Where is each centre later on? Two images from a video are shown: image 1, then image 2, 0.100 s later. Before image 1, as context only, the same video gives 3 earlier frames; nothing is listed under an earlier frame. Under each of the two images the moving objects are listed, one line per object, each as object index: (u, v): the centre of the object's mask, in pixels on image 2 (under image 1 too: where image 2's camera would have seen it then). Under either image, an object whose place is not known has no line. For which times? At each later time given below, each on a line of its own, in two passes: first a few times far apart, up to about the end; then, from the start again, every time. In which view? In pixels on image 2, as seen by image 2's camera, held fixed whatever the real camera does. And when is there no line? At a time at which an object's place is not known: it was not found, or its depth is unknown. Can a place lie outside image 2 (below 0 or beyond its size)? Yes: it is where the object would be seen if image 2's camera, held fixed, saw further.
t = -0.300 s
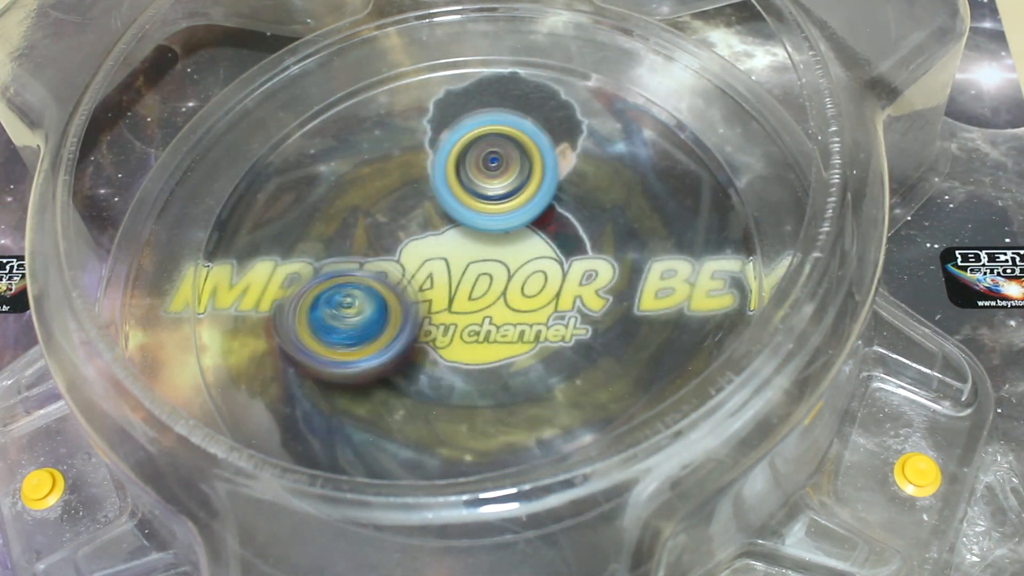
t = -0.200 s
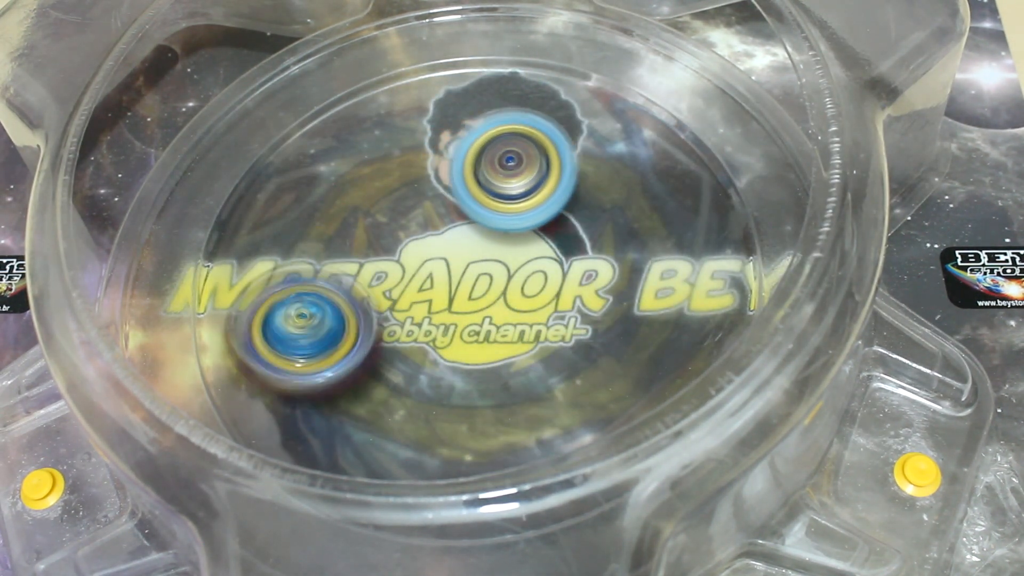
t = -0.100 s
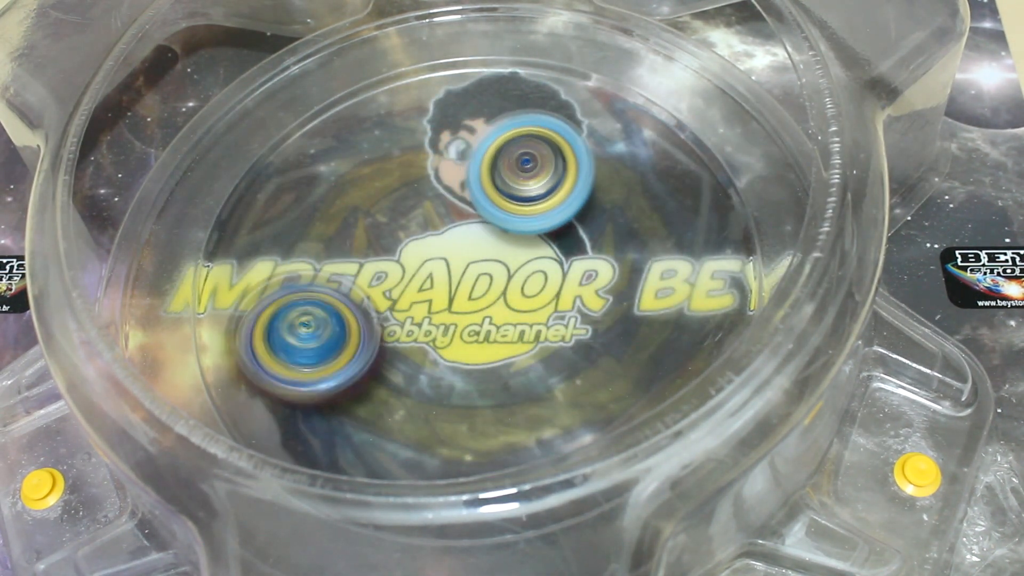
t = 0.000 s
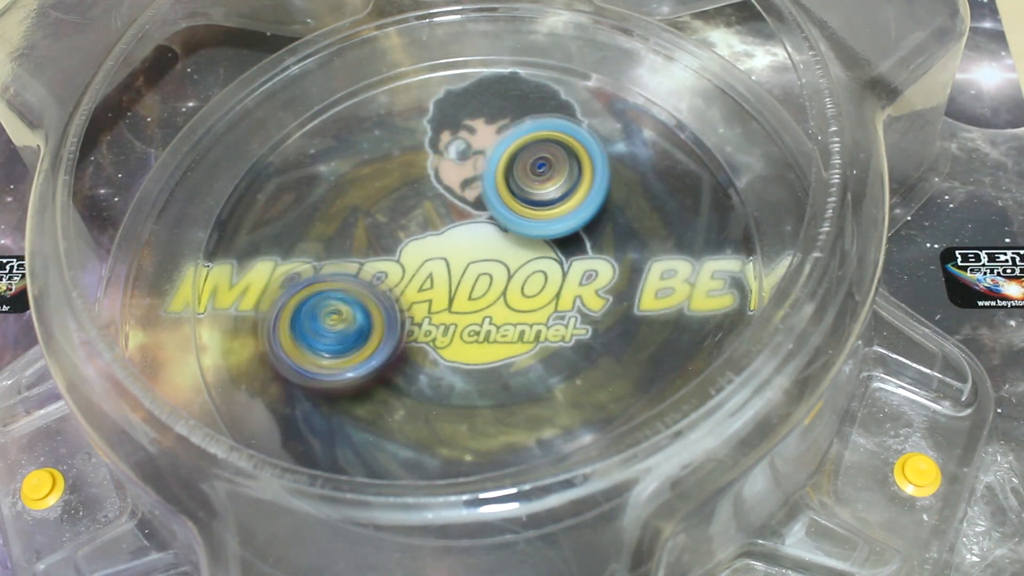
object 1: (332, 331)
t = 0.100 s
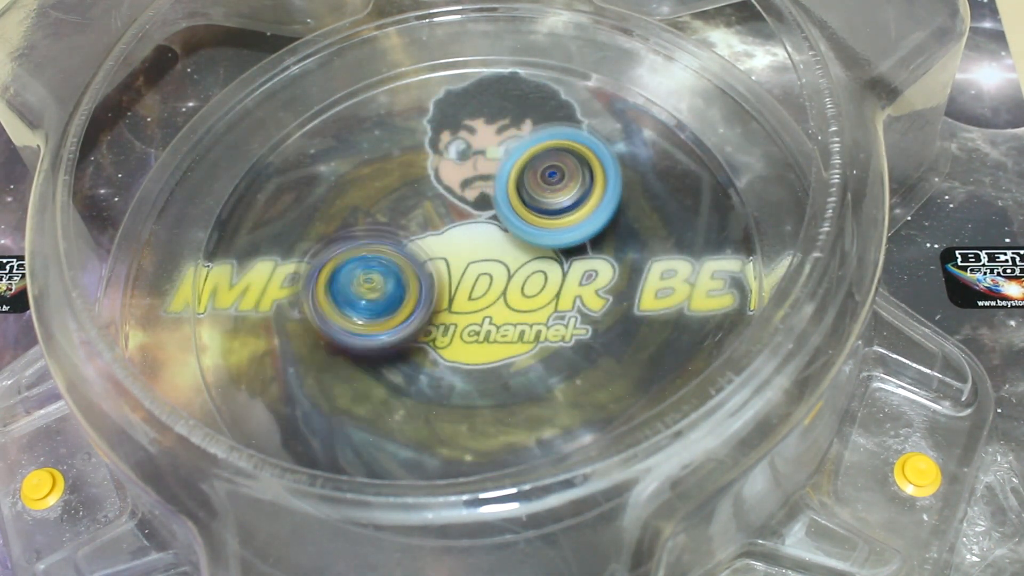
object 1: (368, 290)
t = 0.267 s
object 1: (390, 206)
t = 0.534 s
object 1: (361, 157)
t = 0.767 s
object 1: (441, 188)
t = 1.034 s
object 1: (570, 157)
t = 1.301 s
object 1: (558, 165)
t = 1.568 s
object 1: (539, 277)
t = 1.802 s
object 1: (564, 356)
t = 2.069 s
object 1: (518, 342)
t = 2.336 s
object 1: (456, 376)
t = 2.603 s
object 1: (441, 354)
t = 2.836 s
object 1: (380, 323)
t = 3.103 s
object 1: (349, 316)
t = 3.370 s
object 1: (380, 285)
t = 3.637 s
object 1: (416, 256)
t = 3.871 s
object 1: (438, 252)
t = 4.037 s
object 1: (438, 210)
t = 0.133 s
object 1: (376, 273)
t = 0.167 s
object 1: (382, 257)
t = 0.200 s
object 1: (387, 240)
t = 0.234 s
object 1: (389, 222)
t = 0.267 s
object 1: (390, 206)
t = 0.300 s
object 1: (388, 192)
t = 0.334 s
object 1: (385, 178)
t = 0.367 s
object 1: (380, 166)
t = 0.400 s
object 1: (373, 158)
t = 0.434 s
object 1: (367, 154)
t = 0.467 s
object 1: (363, 152)
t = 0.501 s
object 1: (360, 153)
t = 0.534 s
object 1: (361, 157)
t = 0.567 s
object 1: (362, 160)
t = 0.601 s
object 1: (367, 165)
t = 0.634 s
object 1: (376, 171)
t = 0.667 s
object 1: (390, 177)
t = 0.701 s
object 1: (404, 182)
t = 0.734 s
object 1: (422, 187)
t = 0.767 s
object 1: (441, 188)
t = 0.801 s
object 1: (458, 188)
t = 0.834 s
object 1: (479, 187)
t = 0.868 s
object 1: (497, 184)
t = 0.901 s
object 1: (515, 181)
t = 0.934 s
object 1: (530, 177)
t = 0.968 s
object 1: (546, 170)
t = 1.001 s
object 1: (559, 164)
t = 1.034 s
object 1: (570, 157)
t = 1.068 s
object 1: (578, 149)
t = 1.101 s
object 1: (581, 144)
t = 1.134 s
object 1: (581, 142)
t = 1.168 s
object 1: (577, 141)
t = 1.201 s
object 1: (574, 144)
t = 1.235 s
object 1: (570, 146)
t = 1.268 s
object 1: (564, 154)
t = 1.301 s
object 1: (558, 165)
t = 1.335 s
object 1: (551, 174)
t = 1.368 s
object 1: (547, 188)
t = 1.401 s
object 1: (543, 203)
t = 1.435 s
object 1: (538, 217)
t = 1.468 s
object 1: (538, 232)
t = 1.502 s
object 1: (537, 247)
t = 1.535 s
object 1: (539, 262)
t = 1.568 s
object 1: (539, 277)
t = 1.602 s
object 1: (539, 294)
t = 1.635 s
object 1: (544, 308)
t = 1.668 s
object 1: (545, 321)
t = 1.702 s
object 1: (551, 337)
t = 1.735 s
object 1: (555, 344)
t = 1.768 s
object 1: (560, 351)
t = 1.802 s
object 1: (564, 356)
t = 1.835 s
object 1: (565, 358)
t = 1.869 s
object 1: (565, 358)
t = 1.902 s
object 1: (561, 358)
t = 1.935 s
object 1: (558, 354)
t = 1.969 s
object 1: (550, 352)
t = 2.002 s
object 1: (544, 350)
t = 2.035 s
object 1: (531, 346)
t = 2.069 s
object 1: (518, 342)
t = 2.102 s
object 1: (501, 338)
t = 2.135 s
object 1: (487, 336)
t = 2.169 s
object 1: (471, 342)
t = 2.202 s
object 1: (468, 349)
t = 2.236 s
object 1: (463, 360)
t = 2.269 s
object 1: (463, 366)
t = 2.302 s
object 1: (457, 372)
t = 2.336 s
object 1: (456, 376)
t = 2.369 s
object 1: (455, 379)
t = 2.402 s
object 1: (451, 379)
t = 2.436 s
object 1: (452, 380)
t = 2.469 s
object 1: (449, 377)
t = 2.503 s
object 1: (447, 373)
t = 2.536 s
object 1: (445, 368)
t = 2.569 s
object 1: (440, 360)
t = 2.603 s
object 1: (441, 354)
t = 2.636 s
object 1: (434, 346)
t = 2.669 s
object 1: (432, 335)
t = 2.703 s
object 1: (427, 329)
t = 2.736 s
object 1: (421, 316)
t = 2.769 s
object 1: (405, 317)
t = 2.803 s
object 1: (387, 321)
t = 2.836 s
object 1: (380, 323)
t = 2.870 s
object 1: (381, 321)
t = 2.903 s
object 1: (375, 323)
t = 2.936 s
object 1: (366, 325)
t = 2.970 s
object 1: (356, 323)
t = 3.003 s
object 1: (352, 320)
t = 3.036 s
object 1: (349, 317)
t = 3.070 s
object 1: (349, 318)
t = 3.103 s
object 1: (349, 316)
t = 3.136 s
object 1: (348, 309)
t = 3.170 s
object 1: (353, 304)
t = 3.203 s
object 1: (362, 298)
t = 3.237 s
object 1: (369, 298)
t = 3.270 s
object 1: (374, 299)
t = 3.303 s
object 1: (380, 297)
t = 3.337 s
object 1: (383, 294)
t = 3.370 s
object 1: (380, 285)
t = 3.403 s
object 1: (384, 273)
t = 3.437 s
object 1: (394, 264)
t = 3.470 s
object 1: (406, 263)
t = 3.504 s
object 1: (415, 261)
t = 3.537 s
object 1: (416, 259)
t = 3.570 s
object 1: (416, 258)
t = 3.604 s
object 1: (417, 258)
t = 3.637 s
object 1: (416, 256)
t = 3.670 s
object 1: (418, 256)
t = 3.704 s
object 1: (420, 255)
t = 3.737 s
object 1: (422, 256)
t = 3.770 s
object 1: (425, 255)
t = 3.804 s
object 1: (430, 254)
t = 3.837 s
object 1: (434, 253)
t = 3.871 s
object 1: (438, 252)
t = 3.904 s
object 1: (442, 250)
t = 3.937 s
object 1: (441, 242)
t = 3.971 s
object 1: (440, 228)
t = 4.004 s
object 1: (440, 218)
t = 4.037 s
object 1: (438, 210)
